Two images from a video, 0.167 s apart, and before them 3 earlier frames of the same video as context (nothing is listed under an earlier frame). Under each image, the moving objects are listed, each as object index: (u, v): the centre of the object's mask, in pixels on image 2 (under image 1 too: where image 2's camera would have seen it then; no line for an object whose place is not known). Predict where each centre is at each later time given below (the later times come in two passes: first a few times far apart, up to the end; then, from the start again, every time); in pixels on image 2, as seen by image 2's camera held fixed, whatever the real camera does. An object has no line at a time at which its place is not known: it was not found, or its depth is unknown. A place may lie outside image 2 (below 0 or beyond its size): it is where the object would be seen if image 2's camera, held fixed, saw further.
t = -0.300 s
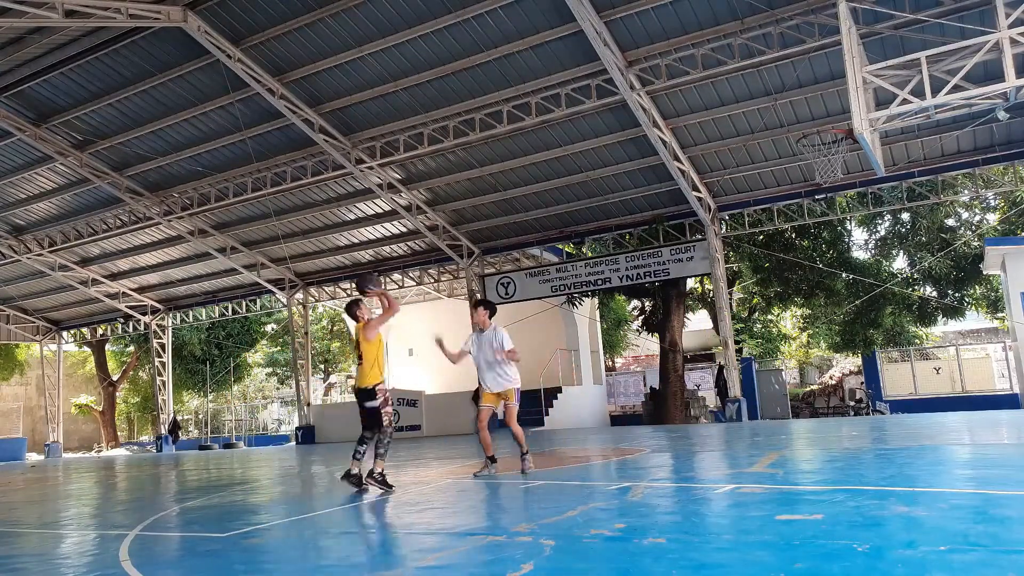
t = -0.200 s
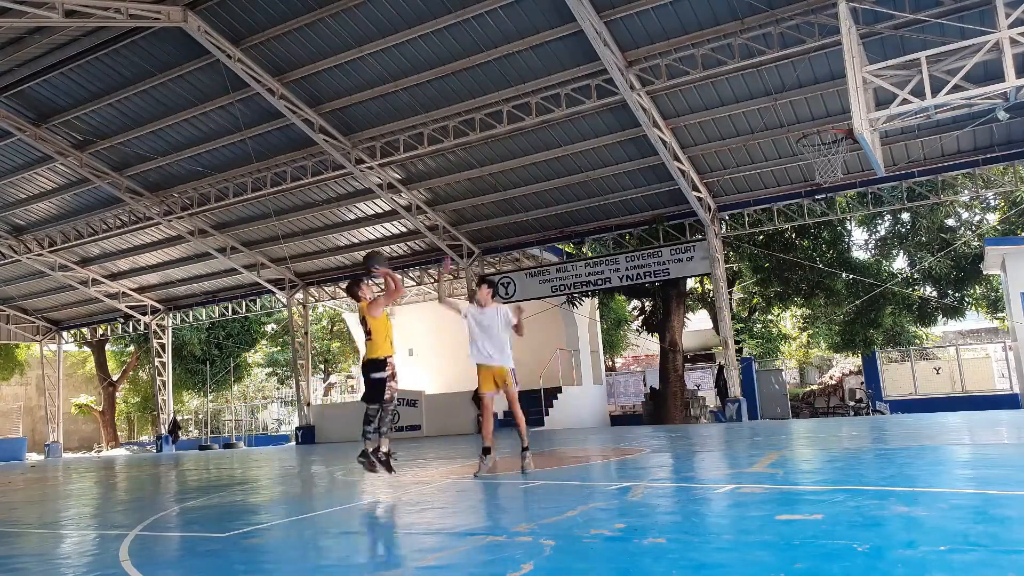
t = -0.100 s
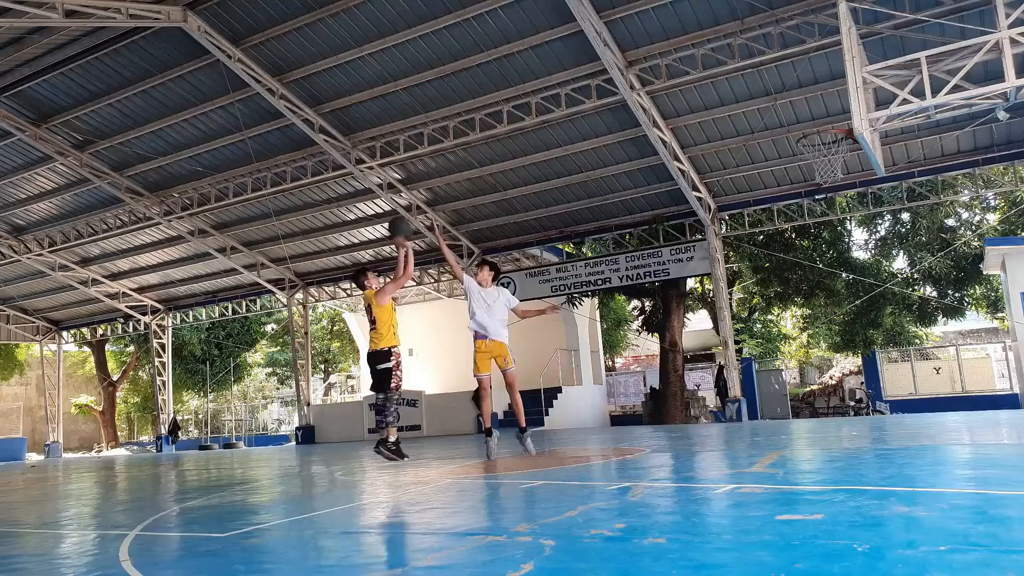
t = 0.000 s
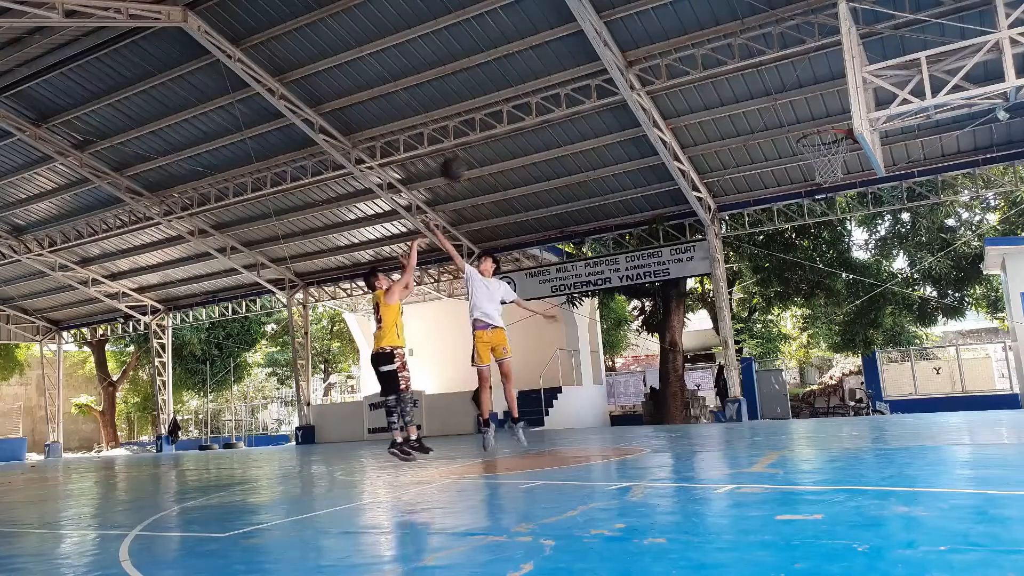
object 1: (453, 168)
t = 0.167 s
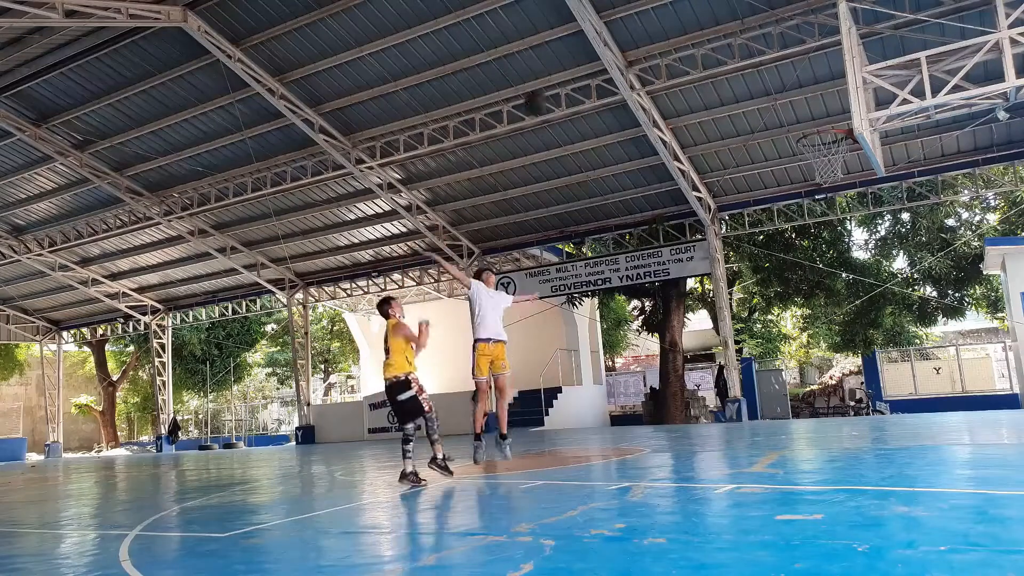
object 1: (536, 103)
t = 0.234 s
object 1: (559, 92)
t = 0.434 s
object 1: (650, 71)
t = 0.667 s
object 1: (764, 96)
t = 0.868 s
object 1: (834, 159)
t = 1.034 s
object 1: (826, 222)
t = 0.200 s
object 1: (544, 100)
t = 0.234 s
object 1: (559, 92)
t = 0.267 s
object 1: (580, 83)
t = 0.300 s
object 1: (587, 80)
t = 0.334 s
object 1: (603, 75)
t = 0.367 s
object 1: (627, 71)
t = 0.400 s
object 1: (634, 70)
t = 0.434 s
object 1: (650, 71)
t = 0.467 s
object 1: (672, 70)
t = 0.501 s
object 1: (679, 70)
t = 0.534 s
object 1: (695, 72)
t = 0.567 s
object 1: (717, 78)
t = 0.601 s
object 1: (725, 81)
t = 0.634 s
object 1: (740, 86)
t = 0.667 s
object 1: (764, 96)
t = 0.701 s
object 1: (772, 99)
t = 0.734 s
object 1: (787, 108)
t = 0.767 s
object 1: (810, 124)
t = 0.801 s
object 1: (818, 126)
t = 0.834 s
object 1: (833, 143)
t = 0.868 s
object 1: (834, 159)
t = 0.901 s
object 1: (833, 165)
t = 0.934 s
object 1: (831, 179)
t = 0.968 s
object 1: (827, 198)
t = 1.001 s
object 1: (826, 206)
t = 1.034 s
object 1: (826, 222)
